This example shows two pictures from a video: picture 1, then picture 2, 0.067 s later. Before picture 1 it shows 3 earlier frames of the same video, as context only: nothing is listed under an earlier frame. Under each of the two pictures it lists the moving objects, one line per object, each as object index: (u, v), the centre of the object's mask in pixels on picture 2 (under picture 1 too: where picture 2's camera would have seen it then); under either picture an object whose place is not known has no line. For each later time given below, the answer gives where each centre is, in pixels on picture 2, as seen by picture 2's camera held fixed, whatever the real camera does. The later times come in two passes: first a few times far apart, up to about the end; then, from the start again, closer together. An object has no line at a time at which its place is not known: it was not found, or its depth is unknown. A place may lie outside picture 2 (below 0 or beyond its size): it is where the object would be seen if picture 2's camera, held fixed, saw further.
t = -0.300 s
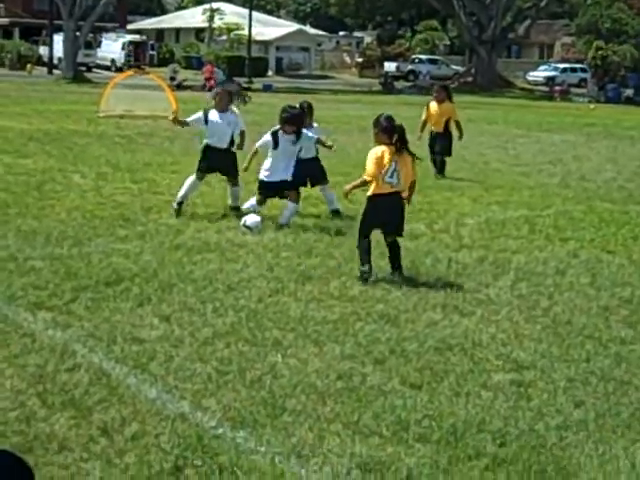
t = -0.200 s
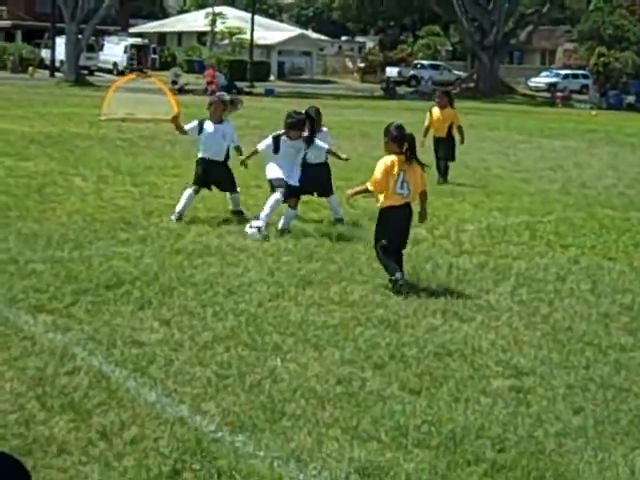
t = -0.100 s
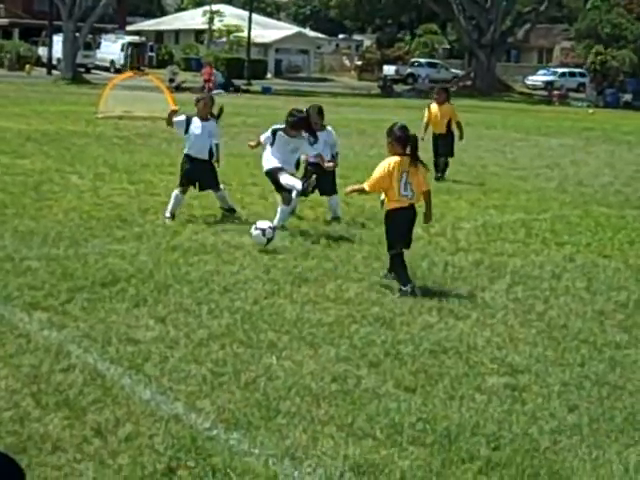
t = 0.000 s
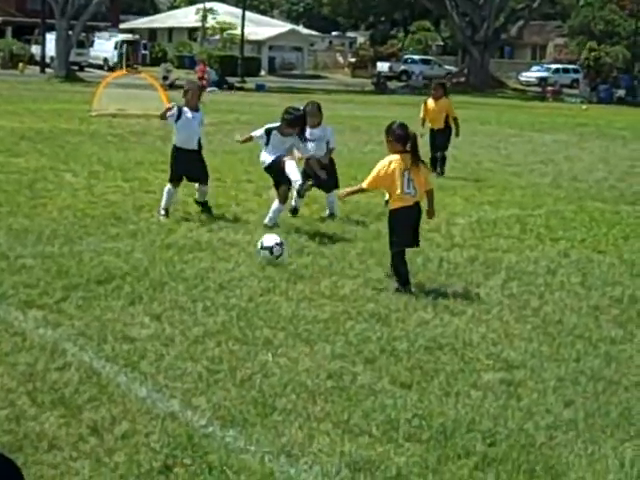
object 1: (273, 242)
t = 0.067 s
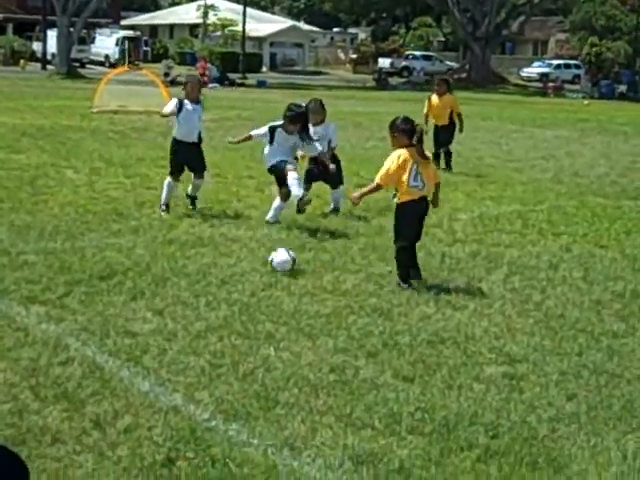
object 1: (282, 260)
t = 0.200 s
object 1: (305, 280)
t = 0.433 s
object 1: (354, 322)
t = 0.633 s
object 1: (404, 372)
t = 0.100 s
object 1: (288, 267)
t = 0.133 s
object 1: (293, 270)
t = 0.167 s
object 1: (298, 275)
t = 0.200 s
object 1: (305, 280)
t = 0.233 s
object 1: (311, 286)
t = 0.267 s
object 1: (316, 293)
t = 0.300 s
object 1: (324, 300)
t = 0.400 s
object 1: (345, 315)
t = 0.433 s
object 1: (354, 322)
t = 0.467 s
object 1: (363, 330)
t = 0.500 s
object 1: (370, 339)
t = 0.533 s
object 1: (378, 347)
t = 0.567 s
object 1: (388, 357)
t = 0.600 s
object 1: (395, 365)
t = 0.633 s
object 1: (404, 372)
